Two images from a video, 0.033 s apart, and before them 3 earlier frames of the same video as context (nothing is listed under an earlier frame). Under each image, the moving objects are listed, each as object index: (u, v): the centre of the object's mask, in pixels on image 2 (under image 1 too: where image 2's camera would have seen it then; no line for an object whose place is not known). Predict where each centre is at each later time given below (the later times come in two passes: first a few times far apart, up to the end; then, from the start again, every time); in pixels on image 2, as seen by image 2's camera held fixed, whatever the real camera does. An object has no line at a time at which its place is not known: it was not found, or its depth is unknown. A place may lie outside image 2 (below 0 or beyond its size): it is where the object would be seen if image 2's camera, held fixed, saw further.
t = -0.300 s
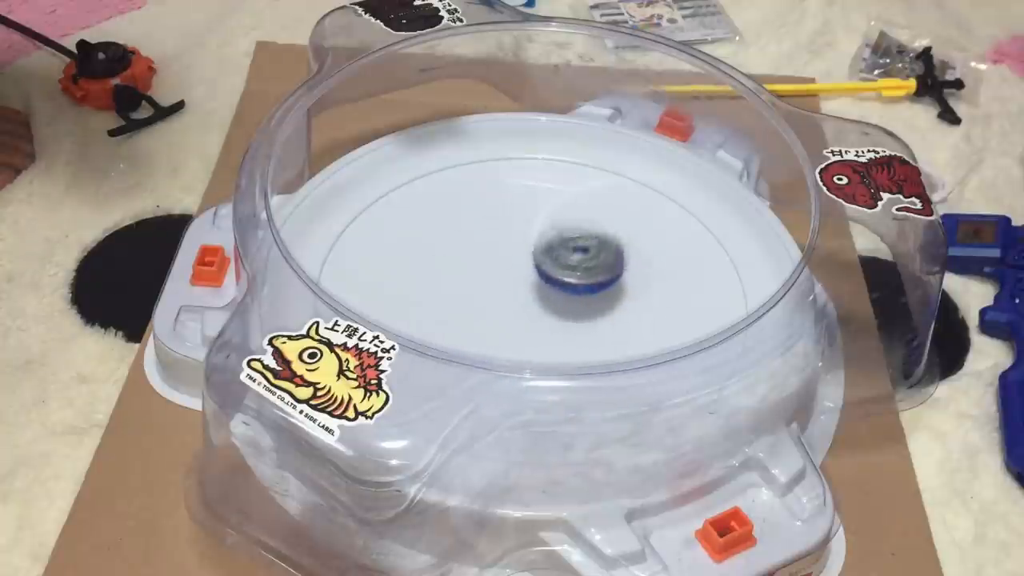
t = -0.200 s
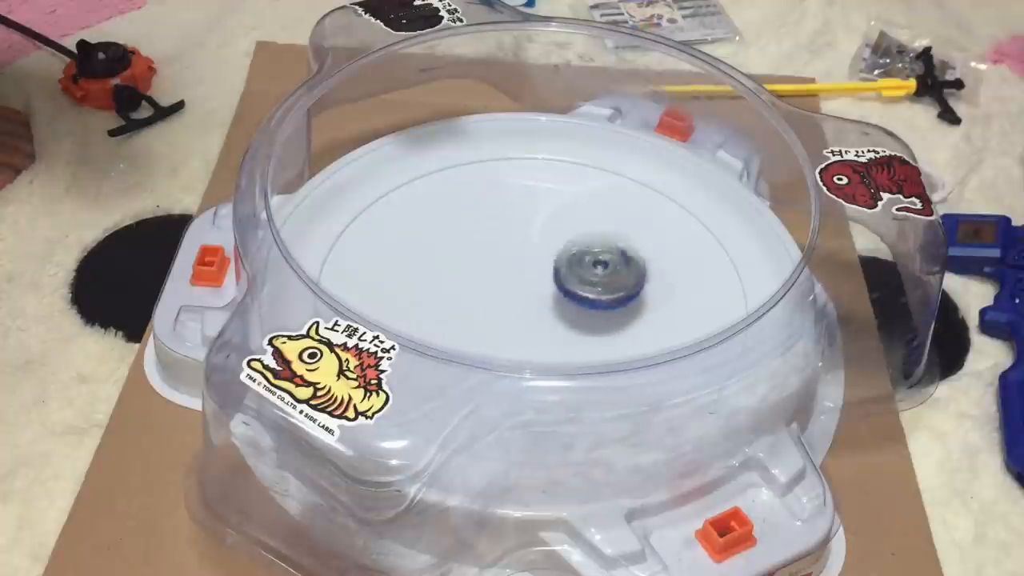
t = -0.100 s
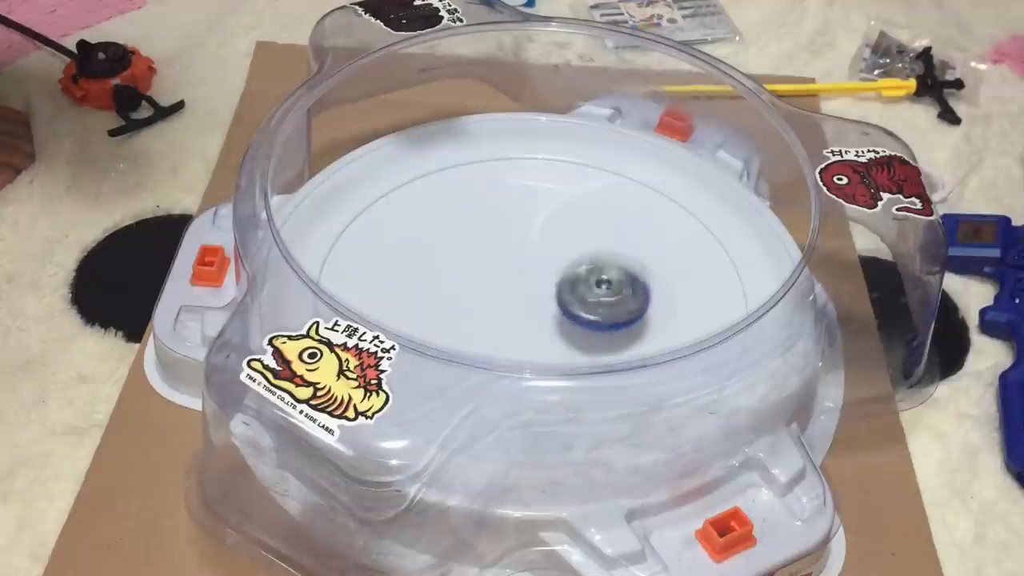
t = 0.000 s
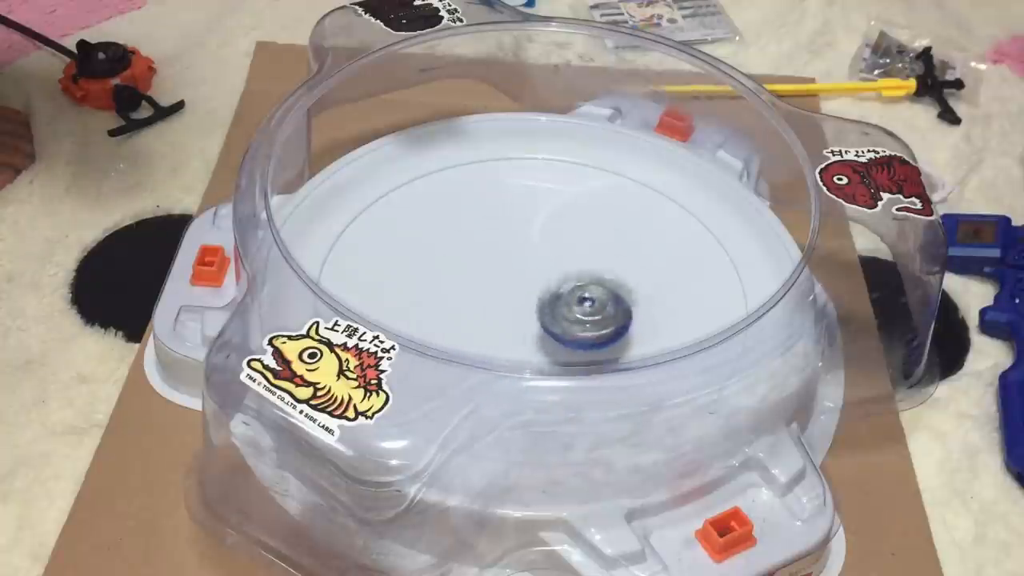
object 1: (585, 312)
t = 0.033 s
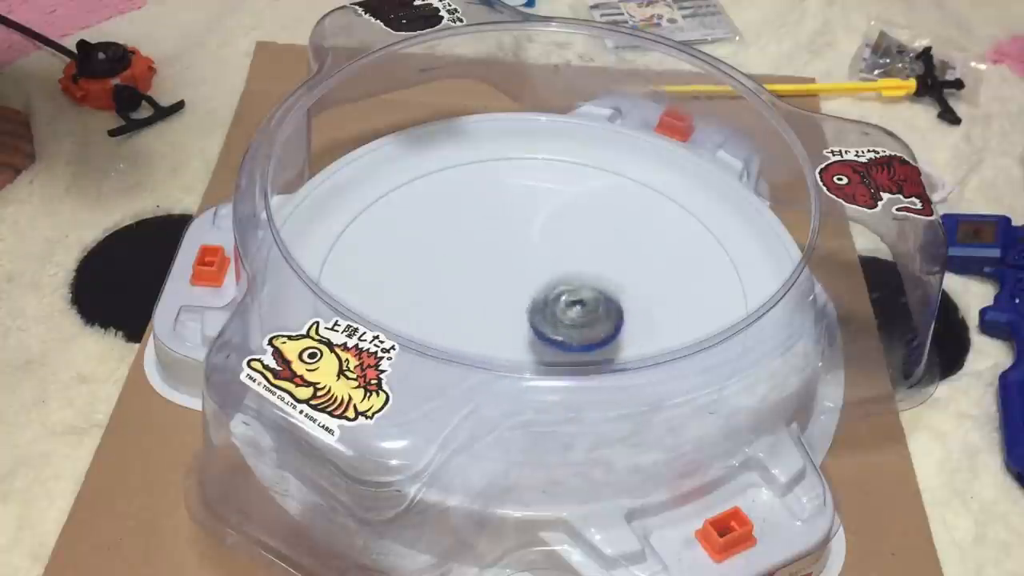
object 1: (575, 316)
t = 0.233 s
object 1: (510, 314)
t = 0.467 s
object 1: (469, 275)
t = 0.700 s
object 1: (509, 249)
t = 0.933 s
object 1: (569, 276)
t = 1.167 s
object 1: (576, 319)
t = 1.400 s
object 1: (519, 321)
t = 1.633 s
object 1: (495, 276)
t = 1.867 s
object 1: (523, 244)
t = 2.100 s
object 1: (565, 264)
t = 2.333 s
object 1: (550, 309)
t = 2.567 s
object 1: (503, 320)
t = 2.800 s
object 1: (490, 288)
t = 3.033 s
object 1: (534, 263)
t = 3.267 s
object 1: (576, 269)
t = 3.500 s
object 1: (571, 297)
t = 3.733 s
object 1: (516, 306)
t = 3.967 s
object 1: (481, 286)
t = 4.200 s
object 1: (503, 264)
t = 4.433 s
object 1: (553, 271)
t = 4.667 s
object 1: (573, 297)
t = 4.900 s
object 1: (545, 314)
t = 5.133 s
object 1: (506, 295)
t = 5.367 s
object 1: (503, 267)
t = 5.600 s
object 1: (528, 259)
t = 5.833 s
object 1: (555, 275)
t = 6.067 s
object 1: (556, 303)
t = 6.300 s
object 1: (533, 313)
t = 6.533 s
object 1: (511, 304)
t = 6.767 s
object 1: (505, 283)
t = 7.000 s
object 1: (510, 271)
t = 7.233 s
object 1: (522, 273)
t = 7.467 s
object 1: (541, 281)
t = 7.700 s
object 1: (551, 285)
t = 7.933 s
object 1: (545, 289)
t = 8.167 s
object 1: (524, 293)
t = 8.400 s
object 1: (514, 296)
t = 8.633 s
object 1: (517, 292)
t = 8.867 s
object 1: (525, 281)
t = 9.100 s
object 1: (531, 271)
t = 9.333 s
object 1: (534, 270)
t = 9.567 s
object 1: (540, 282)
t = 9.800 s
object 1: (546, 298)
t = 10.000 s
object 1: (545, 303)
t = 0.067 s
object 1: (566, 320)
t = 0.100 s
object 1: (554, 321)
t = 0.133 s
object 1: (542, 320)
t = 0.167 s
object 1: (530, 320)
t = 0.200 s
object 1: (519, 318)
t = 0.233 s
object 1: (510, 314)
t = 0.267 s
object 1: (500, 309)
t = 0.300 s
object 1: (490, 305)
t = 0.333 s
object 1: (483, 300)
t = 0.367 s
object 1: (477, 294)
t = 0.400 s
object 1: (474, 288)
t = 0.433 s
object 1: (470, 282)
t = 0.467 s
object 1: (469, 275)
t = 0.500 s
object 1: (470, 269)
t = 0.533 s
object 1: (472, 263)
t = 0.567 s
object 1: (476, 258)
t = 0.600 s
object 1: (483, 254)
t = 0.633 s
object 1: (491, 251)
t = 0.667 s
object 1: (500, 250)
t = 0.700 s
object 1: (509, 249)
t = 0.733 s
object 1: (520, 249)
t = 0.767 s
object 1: (529, 252)
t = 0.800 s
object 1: (540, 255)
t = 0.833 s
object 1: (549, 260)
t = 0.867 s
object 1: (556, 264)
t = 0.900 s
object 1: (563, 270)
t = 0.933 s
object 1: (569, 276)
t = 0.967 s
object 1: (574, 282)
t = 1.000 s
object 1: (578, 289)
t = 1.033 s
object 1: (580, 294)
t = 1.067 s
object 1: (581, 300)
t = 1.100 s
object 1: (580, 307)
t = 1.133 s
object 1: (579, 313)
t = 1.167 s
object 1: (576, 319)
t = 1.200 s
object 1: (570, 323)
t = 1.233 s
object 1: (564, 326)
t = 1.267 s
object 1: (555, 329)
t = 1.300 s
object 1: (546, 330)
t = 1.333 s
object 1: (537, 329)
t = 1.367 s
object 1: (529, 327)
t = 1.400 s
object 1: (519, 321)
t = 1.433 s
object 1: (511, 316)
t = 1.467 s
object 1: (505, 310)
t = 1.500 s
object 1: (500, 302)
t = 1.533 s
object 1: (497, 297)
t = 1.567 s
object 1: (495, 290)
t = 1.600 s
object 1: (495, 283)
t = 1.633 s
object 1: (495, 276)
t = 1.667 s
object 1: (497, 270)
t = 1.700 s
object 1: (500, 264)
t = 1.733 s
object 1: (503, 258)
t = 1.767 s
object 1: (507, 254)
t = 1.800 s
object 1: (512, 250)
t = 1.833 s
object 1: (517, 247)
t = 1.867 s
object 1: (523, 244)
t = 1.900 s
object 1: (530, 243)
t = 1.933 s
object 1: (537, 245)
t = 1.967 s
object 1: (544, 246)
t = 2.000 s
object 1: (550, 249)
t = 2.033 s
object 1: (557, 253)
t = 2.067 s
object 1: (562, 259)
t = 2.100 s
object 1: (565, 264)
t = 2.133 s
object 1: (565, 272)
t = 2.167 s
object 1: (565, 278)
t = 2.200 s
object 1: (565, 284)
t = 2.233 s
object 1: (562, 291)
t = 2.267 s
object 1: (559, 296)
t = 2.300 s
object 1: (554, 303)
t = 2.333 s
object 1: (550, 309)
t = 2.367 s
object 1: (544, 313)
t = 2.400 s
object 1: (539, 316)
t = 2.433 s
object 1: (532, 319)
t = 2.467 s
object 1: (526, 321)
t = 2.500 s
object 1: (517, 322)
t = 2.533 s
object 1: (510, 321)
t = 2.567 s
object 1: (503, 320)
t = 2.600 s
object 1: (497, 318)
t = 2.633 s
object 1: (492, 314)
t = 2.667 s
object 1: (488, 309)
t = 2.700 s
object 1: (486, 305)
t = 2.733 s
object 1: (485, 299)
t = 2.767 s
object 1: (487, 295)
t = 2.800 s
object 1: (490, 288)
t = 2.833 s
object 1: (494, 284)
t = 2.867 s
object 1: (500, 278)
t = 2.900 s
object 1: (506, 275)
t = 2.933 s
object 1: (512, 271)
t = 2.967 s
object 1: (519, 268)
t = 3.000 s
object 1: (527, 265)
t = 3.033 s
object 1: (534, 263)
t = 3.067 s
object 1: (541, 261)
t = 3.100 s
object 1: (548, 260)
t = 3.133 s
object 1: (555, 260)
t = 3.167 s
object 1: (562, 261)
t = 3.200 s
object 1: (567, 263)
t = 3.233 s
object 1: (573, 265)
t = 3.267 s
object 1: (576, 269)
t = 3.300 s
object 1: (580, 272)
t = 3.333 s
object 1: (581, 275)
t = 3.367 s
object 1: (582, 280)
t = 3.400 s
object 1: (581, 284)
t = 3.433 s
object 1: (579, 288)
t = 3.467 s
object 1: (576, 293)
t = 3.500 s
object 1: (571, 297)
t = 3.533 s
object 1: (564, 301)
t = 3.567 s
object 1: (556, 304)
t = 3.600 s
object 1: (548, 307)
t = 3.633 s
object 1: (540, 308)
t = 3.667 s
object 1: (531, 308)
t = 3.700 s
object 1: (523, 307)
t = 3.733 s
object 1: (516, 306)
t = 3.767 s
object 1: (509, 305)
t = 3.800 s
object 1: (502, 303)
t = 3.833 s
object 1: (496, 301)
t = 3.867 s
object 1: (490, 297)
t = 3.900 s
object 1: (486, 294)
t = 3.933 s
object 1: (483, 289)
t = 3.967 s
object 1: (481, 286)
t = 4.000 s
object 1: (481, 281)
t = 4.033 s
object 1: (482, 278)
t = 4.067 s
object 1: (484, 274)
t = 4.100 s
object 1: (487, 271)
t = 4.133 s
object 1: (491, 267)
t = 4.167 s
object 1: (496, 266)
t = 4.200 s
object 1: (503, 264)
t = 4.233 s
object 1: (510, 264)
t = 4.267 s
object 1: (518, 263)
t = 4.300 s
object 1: (525, 264)
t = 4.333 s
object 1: (533, 265)
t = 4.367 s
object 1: (540, 267)
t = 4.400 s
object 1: (547, 269)
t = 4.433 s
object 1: (553, 271)
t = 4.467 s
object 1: (559, 274)
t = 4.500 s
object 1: (563, 278)
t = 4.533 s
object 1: (567, 282)
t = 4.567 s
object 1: (571, 285)
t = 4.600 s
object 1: (572, 290)
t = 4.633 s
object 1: (573, 294)
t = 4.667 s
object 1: (573, 297)
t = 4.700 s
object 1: (573, 303)
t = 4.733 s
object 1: (570, 305)
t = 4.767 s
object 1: (566, 306)
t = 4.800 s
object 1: (562, 310)
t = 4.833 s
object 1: (557, 311)
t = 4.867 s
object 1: (552, 313)
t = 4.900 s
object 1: (545, 314)
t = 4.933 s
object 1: (540, 313)
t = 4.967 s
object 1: (533, 312)
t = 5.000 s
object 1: (528, 311)
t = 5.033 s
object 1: (519, 306)
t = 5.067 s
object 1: (514, 304)
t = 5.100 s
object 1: (509, 299)
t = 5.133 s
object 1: (506, 295)
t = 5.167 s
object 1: (503, 290)
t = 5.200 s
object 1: (501, 286)
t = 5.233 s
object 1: (501, 282)
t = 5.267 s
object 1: (501, 278)
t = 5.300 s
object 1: (500, 274)
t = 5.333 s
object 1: (501, 271)
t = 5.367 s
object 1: (503, 267)
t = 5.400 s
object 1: (505, 264)
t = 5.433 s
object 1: (509, 263)
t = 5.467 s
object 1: (511, 261)
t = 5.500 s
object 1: (515, 260)
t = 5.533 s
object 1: (519, 259)
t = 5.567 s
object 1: (523, 259)
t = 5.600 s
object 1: (528, 259)
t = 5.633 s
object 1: (532, 260)
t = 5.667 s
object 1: (536, 262)
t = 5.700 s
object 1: (540, 263)
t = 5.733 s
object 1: (544, 266)
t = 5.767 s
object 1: (548, 268)
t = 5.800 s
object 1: (551, 272)
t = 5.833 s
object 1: (555, 275)
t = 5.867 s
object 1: (557, 278)
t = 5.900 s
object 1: (558, 284)
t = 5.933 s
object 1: (559, 287)
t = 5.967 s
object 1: (559, 291)
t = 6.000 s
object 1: (559, 294)
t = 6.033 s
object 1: (557, 299)
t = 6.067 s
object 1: (556, 303)
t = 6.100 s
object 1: (554, 305)
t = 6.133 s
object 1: (551, 309)
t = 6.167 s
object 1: (547, 308)
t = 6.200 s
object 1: (543, 310)
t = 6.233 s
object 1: (541, 311)
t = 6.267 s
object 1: (537, 312)
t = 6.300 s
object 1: (533, 313)
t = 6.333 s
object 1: (530, 314)
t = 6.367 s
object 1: (526, 311)
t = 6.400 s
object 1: (524, 310)
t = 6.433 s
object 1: (520, 309)
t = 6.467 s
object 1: (518, 309)
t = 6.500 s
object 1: (515, 306)
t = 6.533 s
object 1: (511, 304)
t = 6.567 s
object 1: (510, 302)
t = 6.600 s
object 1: (508, 299)
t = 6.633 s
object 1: (507, 296)
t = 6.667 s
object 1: (506, 293)
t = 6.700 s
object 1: (505, 289)
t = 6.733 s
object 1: (505, 287)
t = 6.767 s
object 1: (505, 283)
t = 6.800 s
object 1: (505, 280)
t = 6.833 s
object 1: (506, 278)
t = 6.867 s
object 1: (507, 276)
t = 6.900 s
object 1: (507, 275)
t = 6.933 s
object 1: (508, 273)
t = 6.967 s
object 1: (508, 271)
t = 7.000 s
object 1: (510, 271)
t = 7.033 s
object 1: (510, 270)
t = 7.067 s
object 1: (511, 270)
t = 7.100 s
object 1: (513, 269)
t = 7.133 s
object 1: (515, 270)
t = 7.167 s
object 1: (517, 271)
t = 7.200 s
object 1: (520, 273)
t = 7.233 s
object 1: (522, 273)
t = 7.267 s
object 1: (525, 274)
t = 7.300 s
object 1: (528, 275)
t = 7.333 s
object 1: (530, 277)
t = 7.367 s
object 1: (534, 277)
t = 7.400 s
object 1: (536, 279)
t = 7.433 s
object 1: (538, 280)
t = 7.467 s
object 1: (541, 281)
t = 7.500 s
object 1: (543, 283)
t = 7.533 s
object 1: (546, 283)
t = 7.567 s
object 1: (549, 283)
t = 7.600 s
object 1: (549, 284)
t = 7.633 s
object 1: (552, 283)
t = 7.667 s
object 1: (552, 284)
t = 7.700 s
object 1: (551, 285)
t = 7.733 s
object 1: (552, 283)
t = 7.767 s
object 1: (552, 284)
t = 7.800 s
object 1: (551, 286)
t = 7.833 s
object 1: (551, 286)
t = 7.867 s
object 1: (549, 285)
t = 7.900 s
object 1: (546, 287)
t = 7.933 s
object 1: (545, 289)
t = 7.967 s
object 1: (540, 287)
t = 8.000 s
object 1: (539, 289)
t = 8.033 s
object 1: (536, 289)
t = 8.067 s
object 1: (533, 291)
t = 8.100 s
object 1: (530, 290)
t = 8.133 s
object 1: (527, 292)
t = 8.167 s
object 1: (524, 293)
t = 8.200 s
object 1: (522, 293)
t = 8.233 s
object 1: (520, 294)
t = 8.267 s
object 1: (517, 295)
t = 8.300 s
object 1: (516, 295)
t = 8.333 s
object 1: (515, 296)
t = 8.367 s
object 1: (514, 298)
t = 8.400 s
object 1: (514, 296)
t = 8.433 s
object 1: (514, 296)
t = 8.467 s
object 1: (513, 297)
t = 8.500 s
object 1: (514, 296)
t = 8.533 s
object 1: (514, 295)
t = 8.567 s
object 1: (515, 296)
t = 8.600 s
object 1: (516, 294)
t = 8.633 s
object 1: (517, 292)
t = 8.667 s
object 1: (519, 292)
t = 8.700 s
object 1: (520, 291)
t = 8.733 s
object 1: (520, 289)
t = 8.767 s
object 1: (522, 287)
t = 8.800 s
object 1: (525, 286)
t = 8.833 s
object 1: (523, 283)
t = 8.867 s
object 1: (525, 281)
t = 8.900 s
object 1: (527, 279)
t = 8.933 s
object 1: (526, 278)
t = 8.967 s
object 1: (528, 275)
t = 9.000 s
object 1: (529, 274)
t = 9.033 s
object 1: (529, 273)
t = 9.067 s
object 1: (531, 271)
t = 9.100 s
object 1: (531, 271)
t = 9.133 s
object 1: (531, 270)
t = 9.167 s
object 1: (531, 269)
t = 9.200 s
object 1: (532, 270)
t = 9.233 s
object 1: (533, 268)
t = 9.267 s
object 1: (534, 269)
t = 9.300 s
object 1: (534, 270)
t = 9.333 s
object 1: (534, 270)
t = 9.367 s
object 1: (535, 272)
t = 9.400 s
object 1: (535, 274)
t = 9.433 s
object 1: (536, 275)
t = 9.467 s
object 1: (537, 276)
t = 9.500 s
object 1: (537, 279)
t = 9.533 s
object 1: (538, 280)
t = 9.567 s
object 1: (540, 282)
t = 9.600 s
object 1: (541, 285)
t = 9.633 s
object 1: (542, 286)
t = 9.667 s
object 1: (544, 290)
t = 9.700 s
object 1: (544, 292)
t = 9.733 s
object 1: (546, 292)
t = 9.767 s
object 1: (546, 296)
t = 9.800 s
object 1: (546, 298)
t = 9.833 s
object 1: (547, 299)
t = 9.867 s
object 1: (546, 301)
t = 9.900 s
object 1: (546, 302)
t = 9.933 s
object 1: (547, 302)
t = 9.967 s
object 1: (545, 304)
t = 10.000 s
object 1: (545, 303)
